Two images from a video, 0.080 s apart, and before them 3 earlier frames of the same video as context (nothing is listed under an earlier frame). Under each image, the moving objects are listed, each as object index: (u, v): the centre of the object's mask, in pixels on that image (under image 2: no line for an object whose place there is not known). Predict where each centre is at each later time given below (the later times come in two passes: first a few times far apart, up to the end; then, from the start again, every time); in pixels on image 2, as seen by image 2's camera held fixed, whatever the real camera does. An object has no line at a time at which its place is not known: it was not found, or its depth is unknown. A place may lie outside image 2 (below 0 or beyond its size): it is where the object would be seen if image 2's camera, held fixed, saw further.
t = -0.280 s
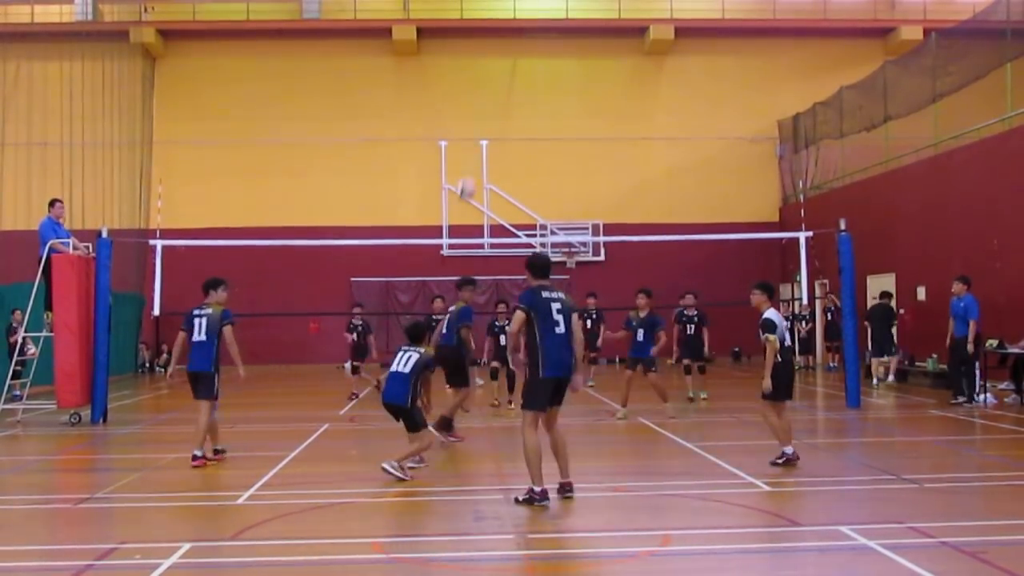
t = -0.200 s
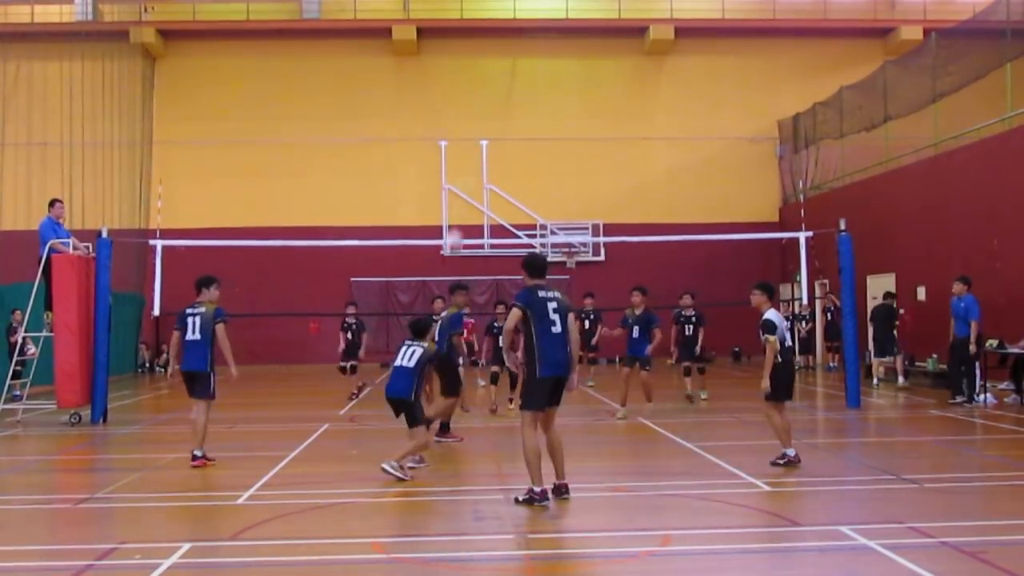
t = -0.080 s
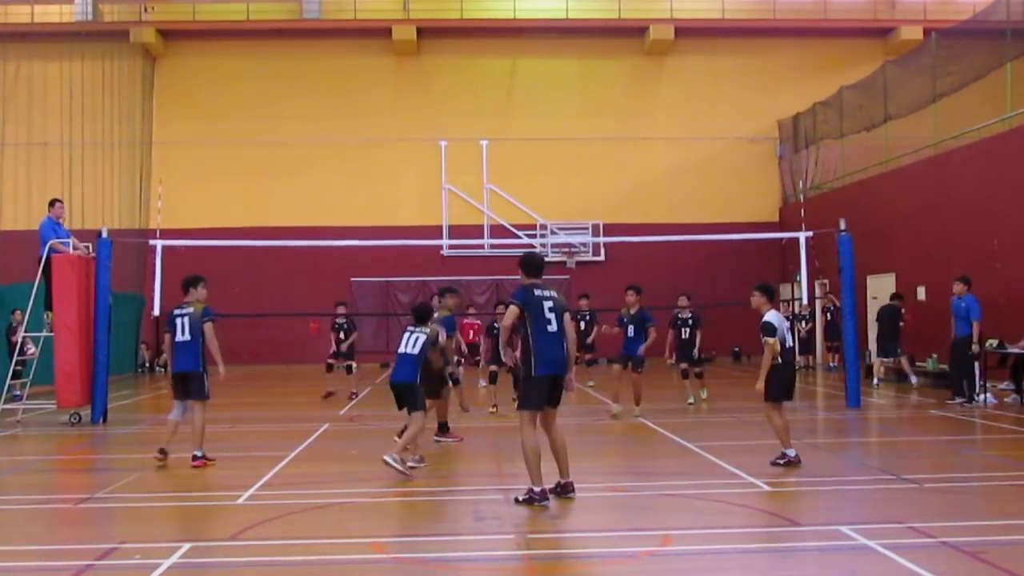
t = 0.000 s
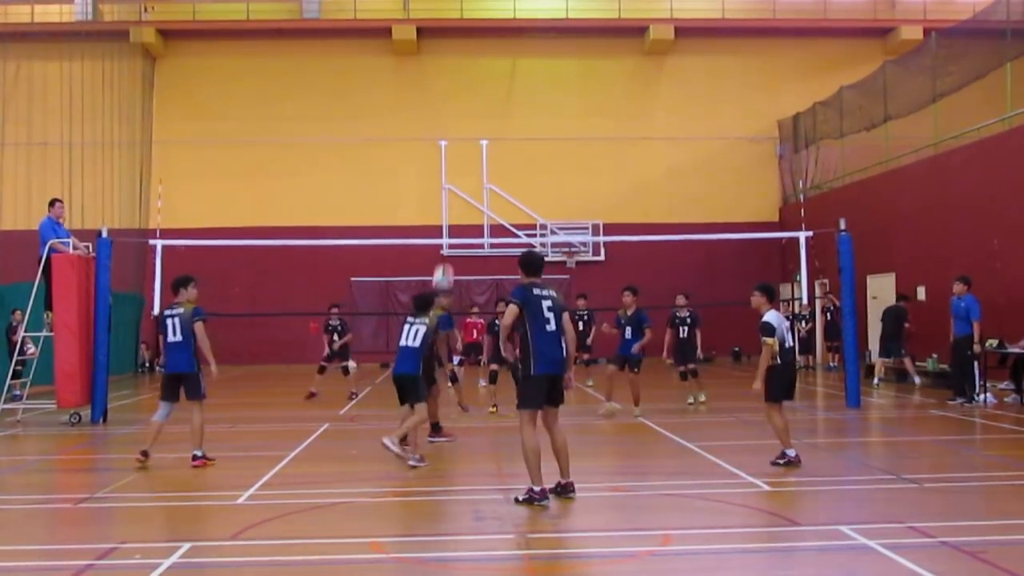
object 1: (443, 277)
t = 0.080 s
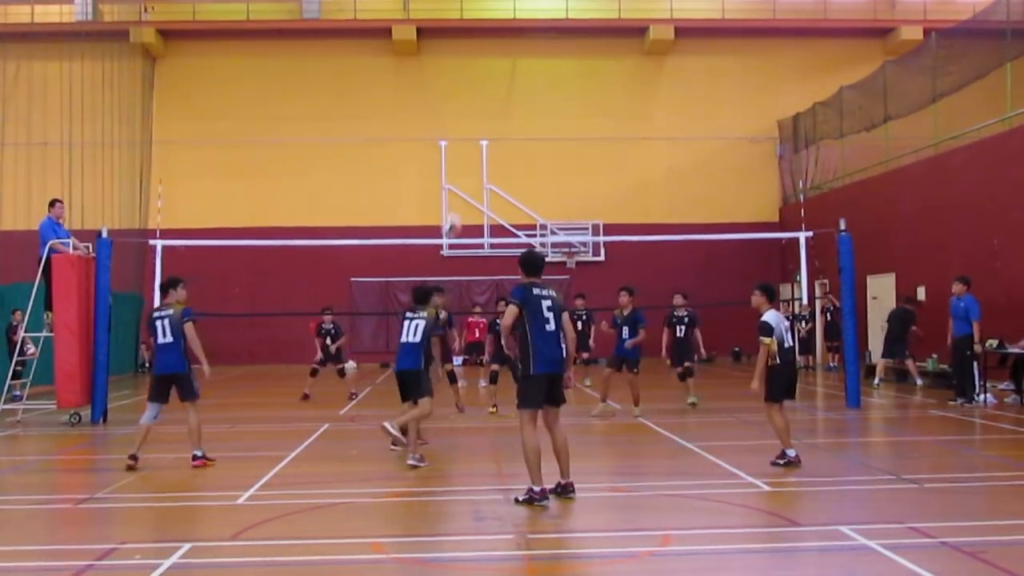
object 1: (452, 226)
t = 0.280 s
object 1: (471, 129)
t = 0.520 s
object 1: (494, 73)
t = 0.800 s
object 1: (520, 80)
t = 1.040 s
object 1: (539, 138)
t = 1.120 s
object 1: (547, 168)
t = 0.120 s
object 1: (455, 202)
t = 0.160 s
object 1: (459, 180)
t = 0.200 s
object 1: (463, 161)
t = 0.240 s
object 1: (466, 144)
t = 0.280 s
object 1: (471, 129)
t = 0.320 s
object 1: (476, 115)
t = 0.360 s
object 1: (479, 104)
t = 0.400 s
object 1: (483, 94)
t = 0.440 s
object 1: (487, 86)
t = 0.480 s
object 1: (490, 79)
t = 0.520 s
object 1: (494, 73)
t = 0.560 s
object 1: (498, 70)
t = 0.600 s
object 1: (502, 68)
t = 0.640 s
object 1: (505, 67)
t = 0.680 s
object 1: (509, 68)
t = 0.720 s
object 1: (512, 70)
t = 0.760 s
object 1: (516, 74)
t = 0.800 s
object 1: (520, 80)
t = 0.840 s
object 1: (523, 86)
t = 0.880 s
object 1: (527, 94)
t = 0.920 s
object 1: (530, 103)
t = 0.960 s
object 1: (533, 113)
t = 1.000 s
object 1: (537, 125)
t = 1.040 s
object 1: (539, 138)
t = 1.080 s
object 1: (543, 152)
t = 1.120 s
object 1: (547, 168)
